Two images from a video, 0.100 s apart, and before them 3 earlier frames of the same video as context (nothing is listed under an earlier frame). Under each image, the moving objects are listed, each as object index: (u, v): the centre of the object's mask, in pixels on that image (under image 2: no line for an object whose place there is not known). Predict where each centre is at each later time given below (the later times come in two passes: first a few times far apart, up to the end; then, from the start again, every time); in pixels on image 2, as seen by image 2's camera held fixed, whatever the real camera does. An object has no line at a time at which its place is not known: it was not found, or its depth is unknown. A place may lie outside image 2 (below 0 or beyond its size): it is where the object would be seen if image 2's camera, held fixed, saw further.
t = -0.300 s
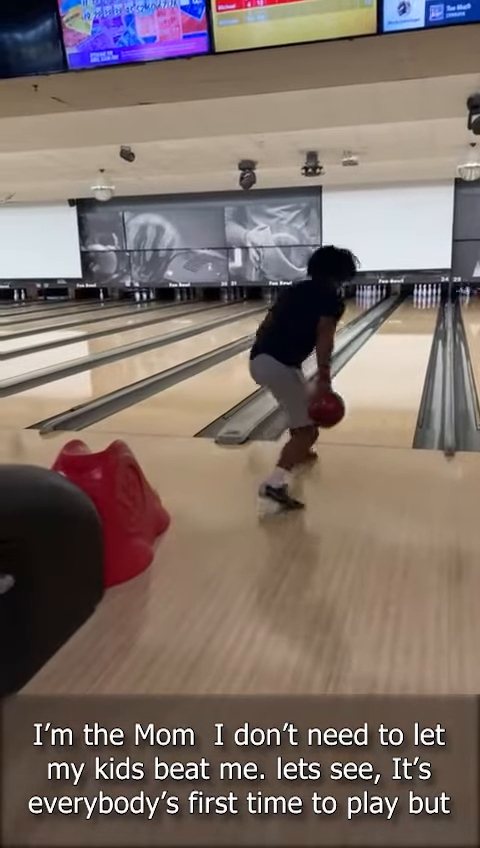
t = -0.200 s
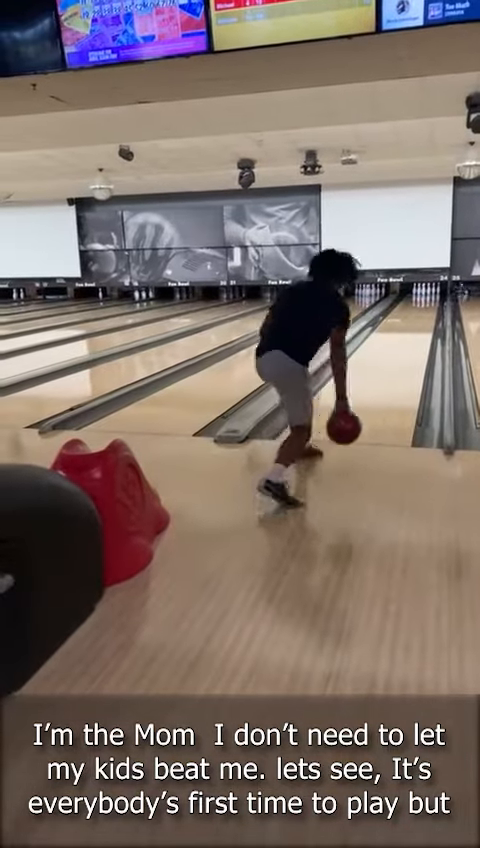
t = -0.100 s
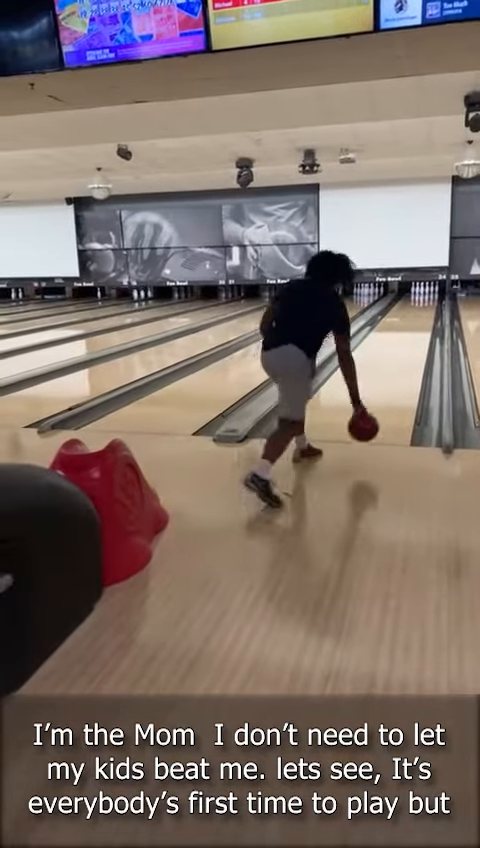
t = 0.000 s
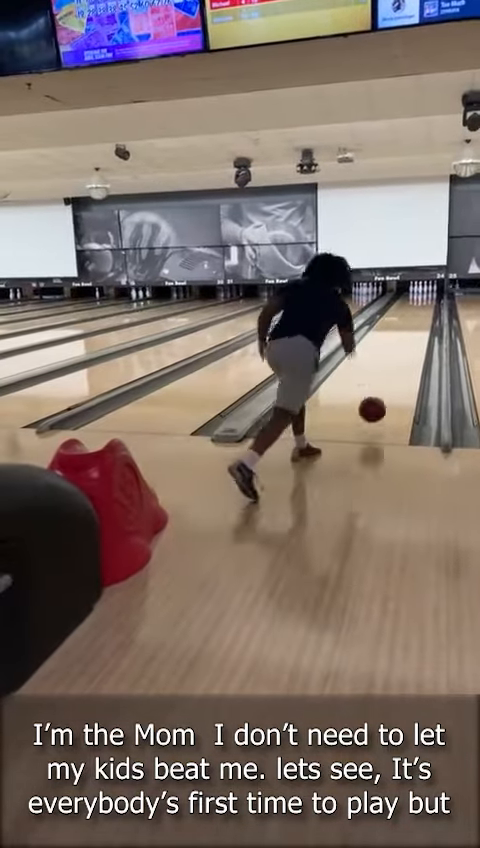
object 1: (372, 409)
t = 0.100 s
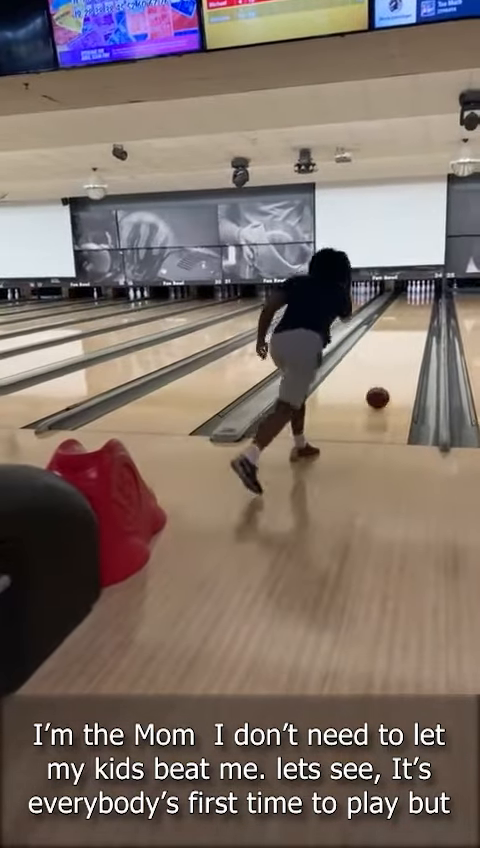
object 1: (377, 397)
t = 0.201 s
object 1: (383, 383)
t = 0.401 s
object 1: (391, 360)
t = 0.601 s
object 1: (397, 343)
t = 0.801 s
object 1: (401, 331)
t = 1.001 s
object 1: (404, 322)
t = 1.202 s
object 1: (406, 313)
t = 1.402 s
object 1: (408, 307)
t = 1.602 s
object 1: (410, 303)
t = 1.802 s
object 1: (410, 300)
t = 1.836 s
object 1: (411, 300)
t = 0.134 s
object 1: (379, 391)
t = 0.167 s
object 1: (381, 386)
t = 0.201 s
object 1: (383, 383)
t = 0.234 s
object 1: (384, 379)
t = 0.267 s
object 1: (386, 374)
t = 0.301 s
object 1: (388, 370)
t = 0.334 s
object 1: (389, 366)
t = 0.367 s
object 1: (390, 363)
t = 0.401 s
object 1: (391, 360)
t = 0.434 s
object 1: (392, 356)
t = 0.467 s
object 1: (393, 353)
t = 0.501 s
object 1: (395, 351)
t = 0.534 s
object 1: (395, 348)
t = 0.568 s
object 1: (396, 345)
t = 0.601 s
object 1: (397, 343)
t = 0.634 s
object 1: (398, 340)
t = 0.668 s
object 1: (399, 338)
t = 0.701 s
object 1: (399, 336)
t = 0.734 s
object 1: (400, 334)
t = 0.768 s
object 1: (400, 332)
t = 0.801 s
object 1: (401, 331)
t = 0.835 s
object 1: (401, 329)
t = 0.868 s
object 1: (402, 327)
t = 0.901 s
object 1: (403, 326)
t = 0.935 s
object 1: (403, 324)
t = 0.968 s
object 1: (404, 323)
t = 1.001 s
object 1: (404, 322)
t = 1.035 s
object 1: (404, 320)
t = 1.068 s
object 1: (405, 318)
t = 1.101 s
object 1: (405, 318)
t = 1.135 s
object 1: (406, 317)
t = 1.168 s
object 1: (406, 315)
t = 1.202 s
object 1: (406, 313)
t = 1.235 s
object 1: (407, 312)
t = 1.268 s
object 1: (407, 311)
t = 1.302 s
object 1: (407, 310)
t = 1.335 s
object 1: (408, 309)
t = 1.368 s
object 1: (408, 309)
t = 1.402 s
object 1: (408, 307)
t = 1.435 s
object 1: (408, 307)
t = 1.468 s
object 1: (408, 306)
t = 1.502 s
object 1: (409, 305)
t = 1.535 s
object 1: (409, 304)
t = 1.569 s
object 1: (410, 304)
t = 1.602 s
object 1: (410, 303)
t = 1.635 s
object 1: (411, 303)
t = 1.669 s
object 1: (410, 301)
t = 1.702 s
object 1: (410, 301)
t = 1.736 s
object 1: (411, 300)
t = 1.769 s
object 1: (411, 300)
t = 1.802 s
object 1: (410, 300)
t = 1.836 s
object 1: (411, 300)
